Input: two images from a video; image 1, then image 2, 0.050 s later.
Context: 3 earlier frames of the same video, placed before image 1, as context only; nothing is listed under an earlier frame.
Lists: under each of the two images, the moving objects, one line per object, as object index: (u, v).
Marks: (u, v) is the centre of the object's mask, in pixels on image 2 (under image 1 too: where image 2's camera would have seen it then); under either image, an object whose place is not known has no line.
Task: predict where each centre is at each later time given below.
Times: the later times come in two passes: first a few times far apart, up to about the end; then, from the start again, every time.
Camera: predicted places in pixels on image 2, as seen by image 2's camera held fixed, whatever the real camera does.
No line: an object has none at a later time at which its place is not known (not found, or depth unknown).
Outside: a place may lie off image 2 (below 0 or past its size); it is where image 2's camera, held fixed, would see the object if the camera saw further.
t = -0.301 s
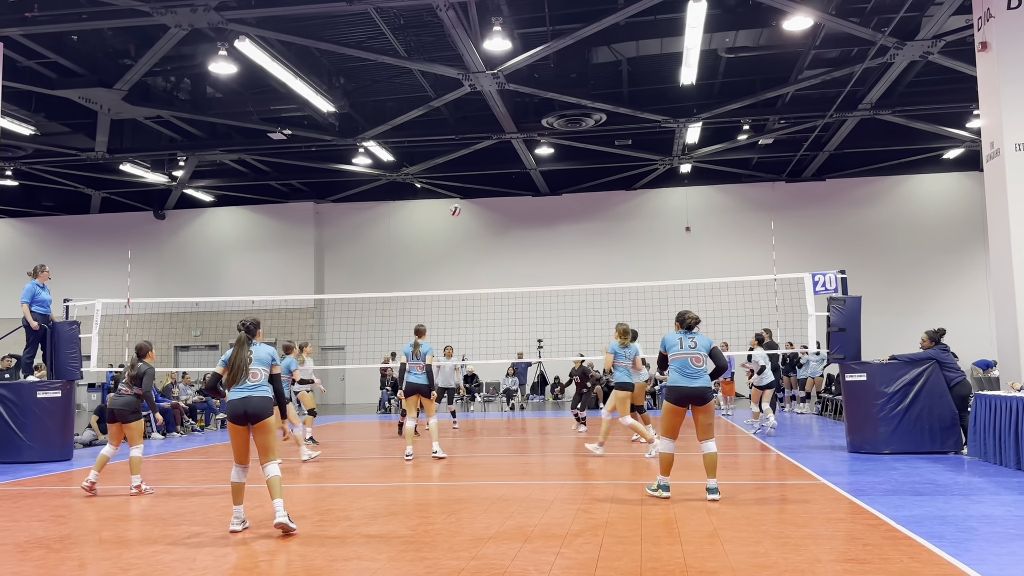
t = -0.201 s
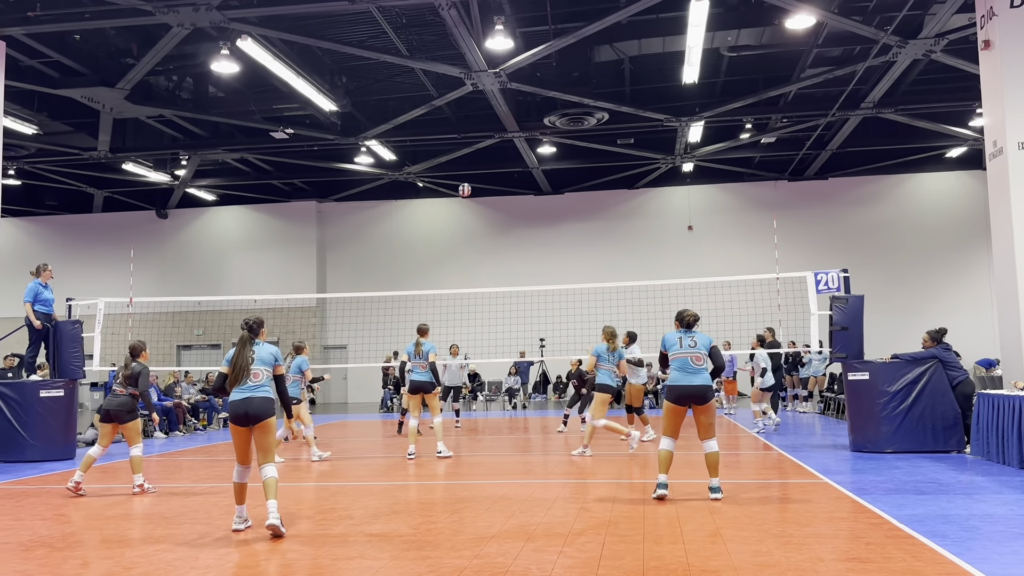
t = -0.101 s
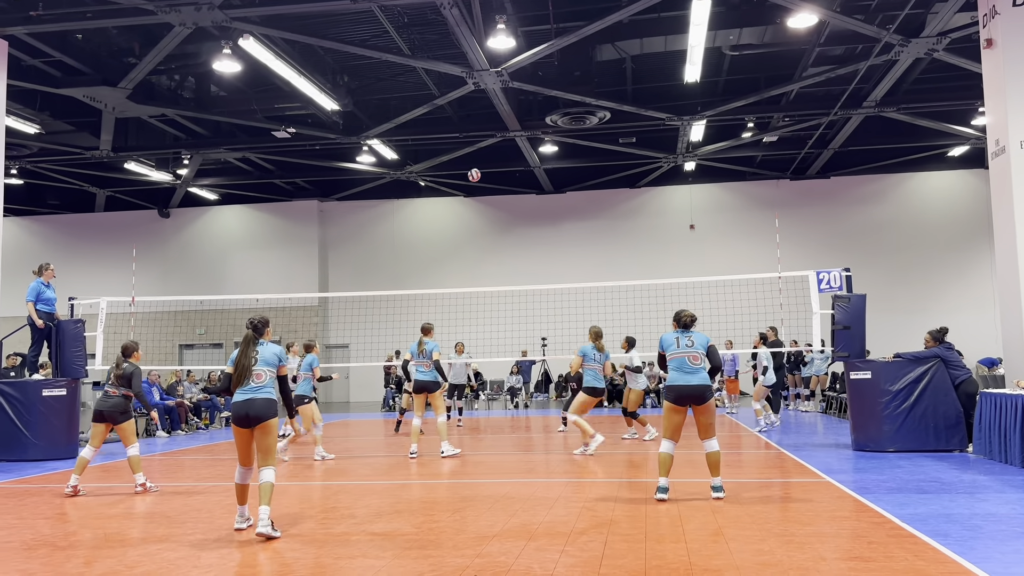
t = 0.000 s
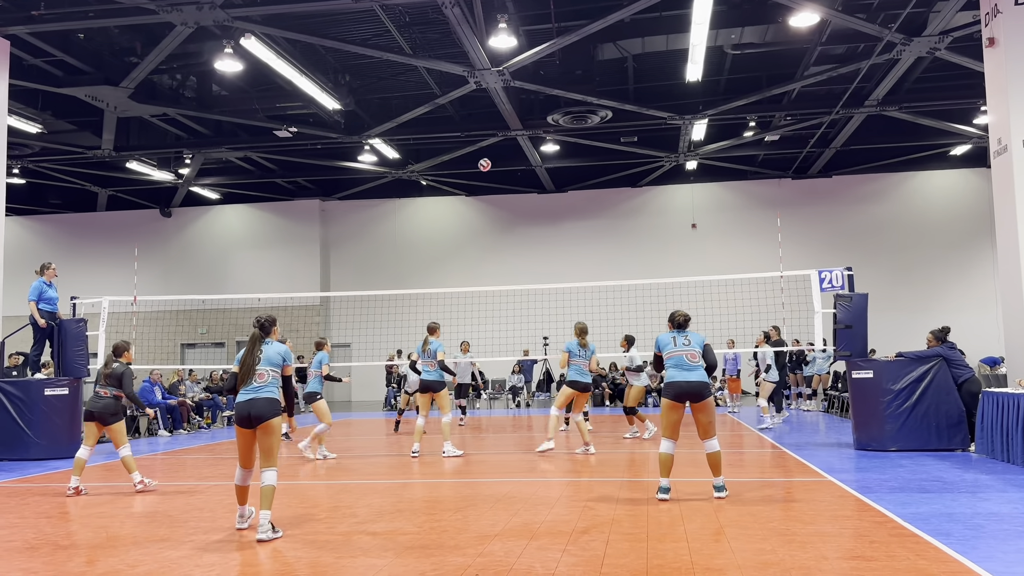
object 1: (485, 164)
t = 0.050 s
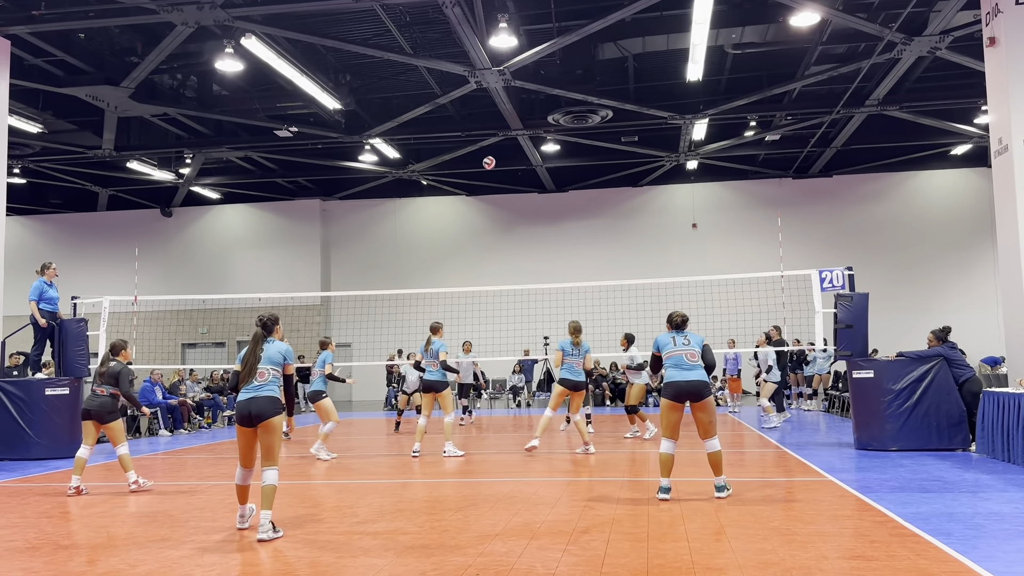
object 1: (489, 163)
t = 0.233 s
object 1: (504, 169)
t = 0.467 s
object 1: (523, 205)
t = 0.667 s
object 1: (540, 264)
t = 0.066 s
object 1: (490, 163)
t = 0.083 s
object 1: (492, 162)
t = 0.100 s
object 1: (493, 162)
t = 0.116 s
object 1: (494, 163)
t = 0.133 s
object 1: (496, 163)
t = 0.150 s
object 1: (497, 164)
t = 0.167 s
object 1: (498, 164)
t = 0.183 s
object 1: (500, 165)
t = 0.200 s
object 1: (501, 166)
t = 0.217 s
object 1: (502, 167)
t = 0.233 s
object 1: (504, 169)
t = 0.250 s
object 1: (505, 170)
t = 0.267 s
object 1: (506, 172)
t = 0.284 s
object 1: (508, 174)
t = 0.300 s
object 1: (509, 176)
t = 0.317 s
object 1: (511, 178)
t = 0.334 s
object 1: (512, 180)
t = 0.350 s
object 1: (513, 183)
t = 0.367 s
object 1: (515, 186)
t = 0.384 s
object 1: (516, 189)
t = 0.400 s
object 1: (517, 192)
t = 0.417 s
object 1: (519, 195)
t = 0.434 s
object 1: (520, 198)
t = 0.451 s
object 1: (522, 202)
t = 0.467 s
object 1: (523, 205)
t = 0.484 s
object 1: (524, 209)
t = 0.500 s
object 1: (526, 213)
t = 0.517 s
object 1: (527, 217)
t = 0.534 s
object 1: (528, 222)
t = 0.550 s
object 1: (530, 226)
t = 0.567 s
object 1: (532, 231)
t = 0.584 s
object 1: (533, 236)
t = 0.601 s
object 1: (535, 241)
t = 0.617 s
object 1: (536, 247)
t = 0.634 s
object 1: (537, 252)
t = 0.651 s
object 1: (538, 258)
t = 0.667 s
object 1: (540, 264)
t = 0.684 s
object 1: (542, 269)
